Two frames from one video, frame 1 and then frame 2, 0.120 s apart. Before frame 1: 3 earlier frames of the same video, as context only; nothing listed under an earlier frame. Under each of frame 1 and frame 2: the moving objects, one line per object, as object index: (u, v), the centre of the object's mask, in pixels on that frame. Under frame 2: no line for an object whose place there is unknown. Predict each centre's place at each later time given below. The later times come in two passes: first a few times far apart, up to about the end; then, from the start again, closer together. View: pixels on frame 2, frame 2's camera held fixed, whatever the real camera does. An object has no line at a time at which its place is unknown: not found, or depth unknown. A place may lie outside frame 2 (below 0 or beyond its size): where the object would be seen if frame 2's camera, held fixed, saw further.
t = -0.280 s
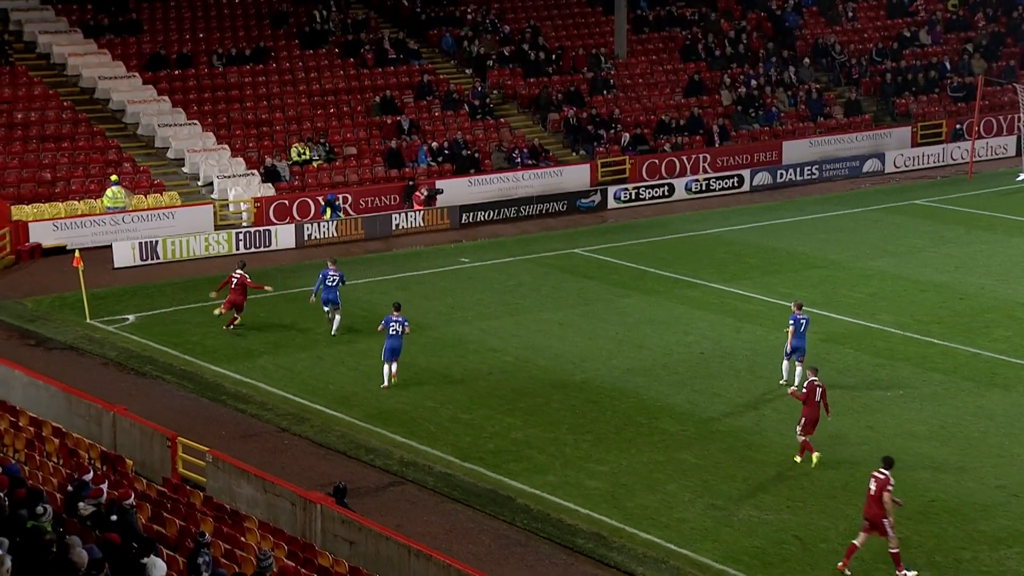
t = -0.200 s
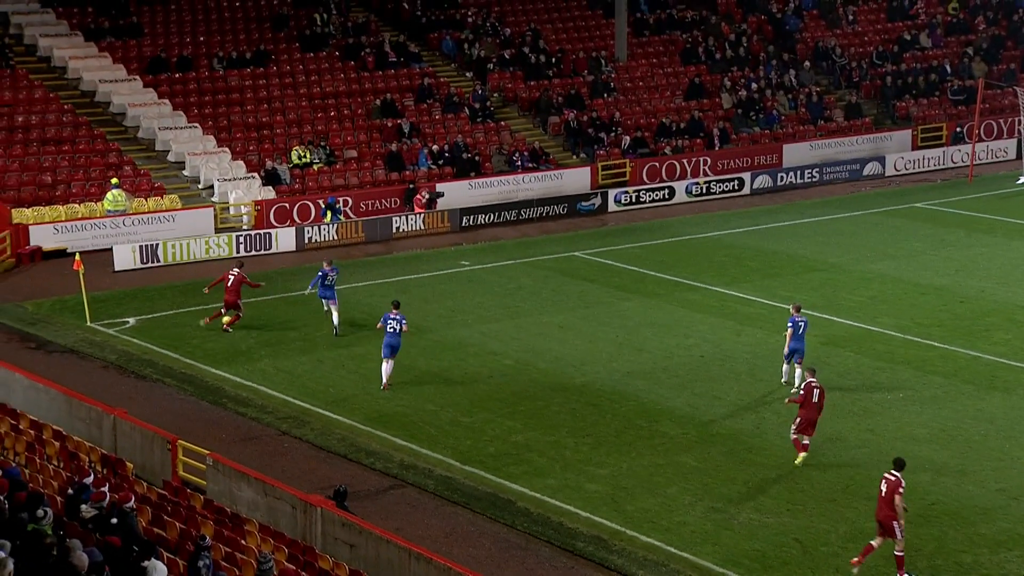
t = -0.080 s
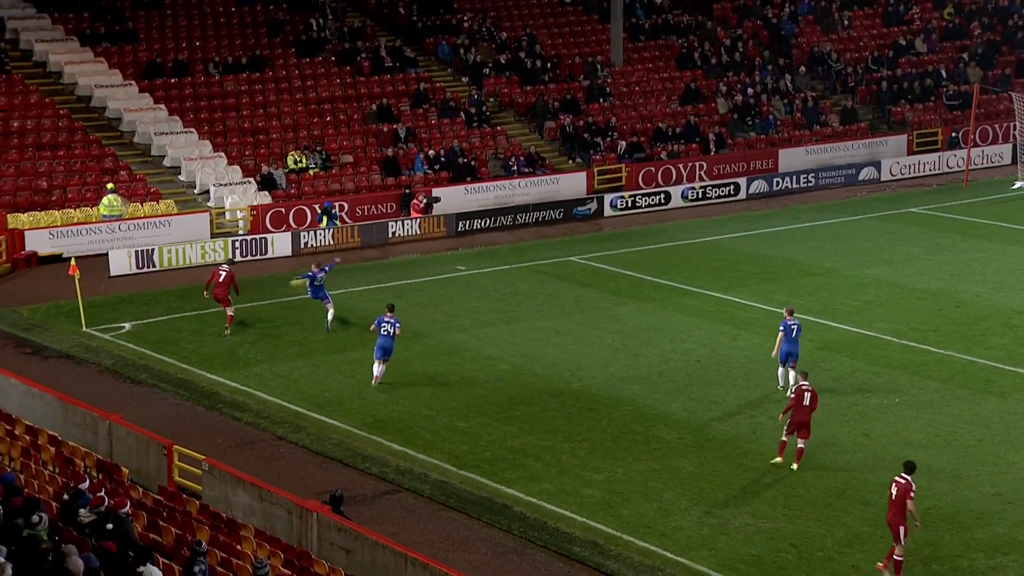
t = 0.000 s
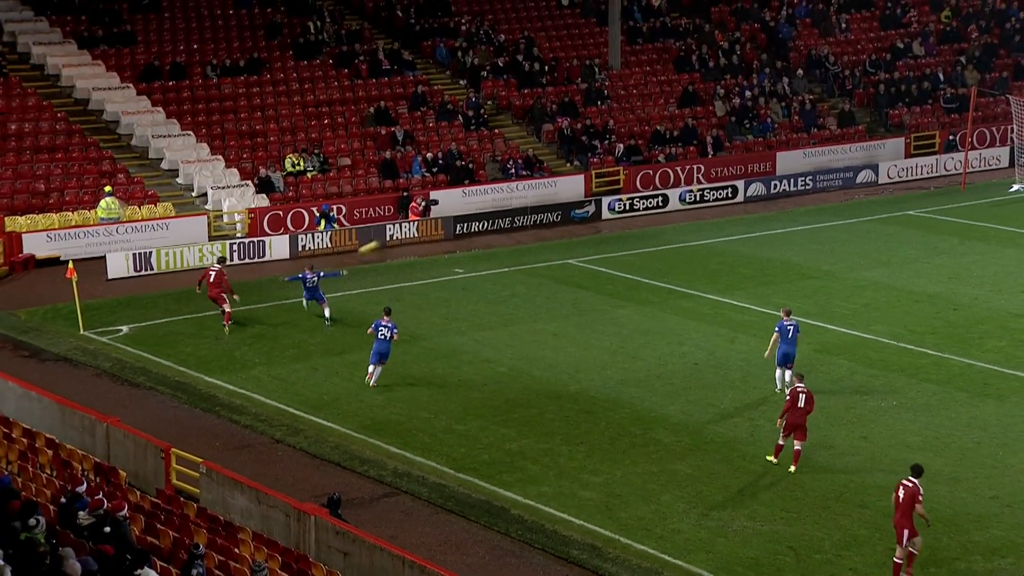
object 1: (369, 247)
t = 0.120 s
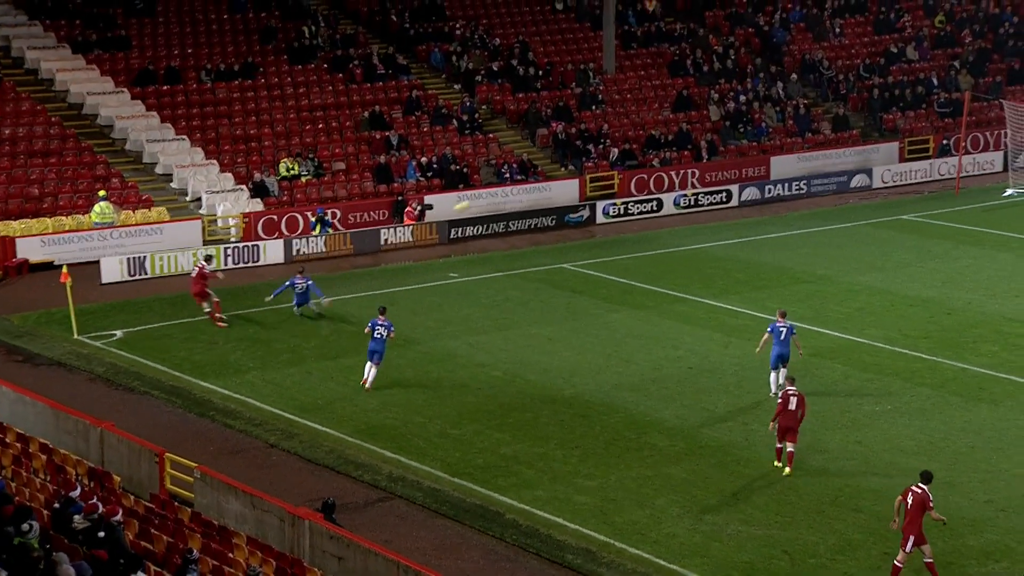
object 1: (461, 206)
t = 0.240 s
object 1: (555, 169)
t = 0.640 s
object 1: (842, 87)
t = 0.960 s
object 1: (1056, 65)
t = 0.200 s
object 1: (525, 180)
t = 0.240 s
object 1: (555, 169)
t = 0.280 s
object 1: (585, 158)
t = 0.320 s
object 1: (615, 149)
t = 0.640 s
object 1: (842, 87)
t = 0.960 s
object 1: (1056, 65)
